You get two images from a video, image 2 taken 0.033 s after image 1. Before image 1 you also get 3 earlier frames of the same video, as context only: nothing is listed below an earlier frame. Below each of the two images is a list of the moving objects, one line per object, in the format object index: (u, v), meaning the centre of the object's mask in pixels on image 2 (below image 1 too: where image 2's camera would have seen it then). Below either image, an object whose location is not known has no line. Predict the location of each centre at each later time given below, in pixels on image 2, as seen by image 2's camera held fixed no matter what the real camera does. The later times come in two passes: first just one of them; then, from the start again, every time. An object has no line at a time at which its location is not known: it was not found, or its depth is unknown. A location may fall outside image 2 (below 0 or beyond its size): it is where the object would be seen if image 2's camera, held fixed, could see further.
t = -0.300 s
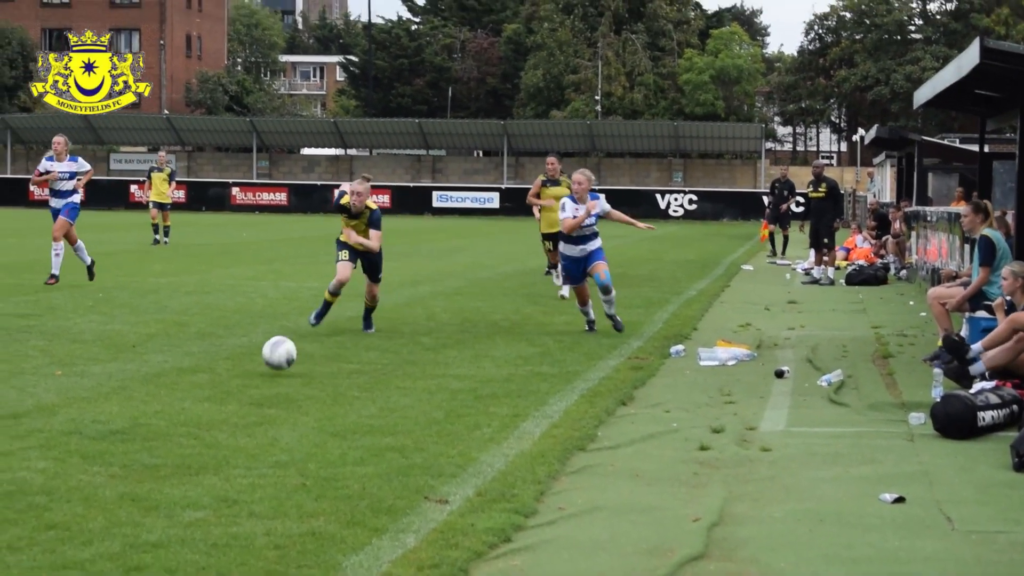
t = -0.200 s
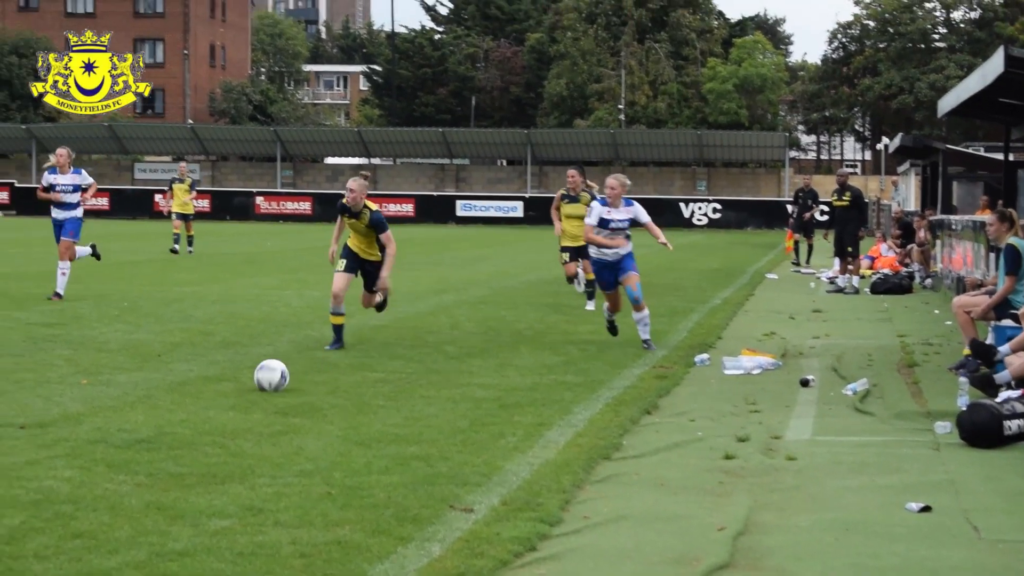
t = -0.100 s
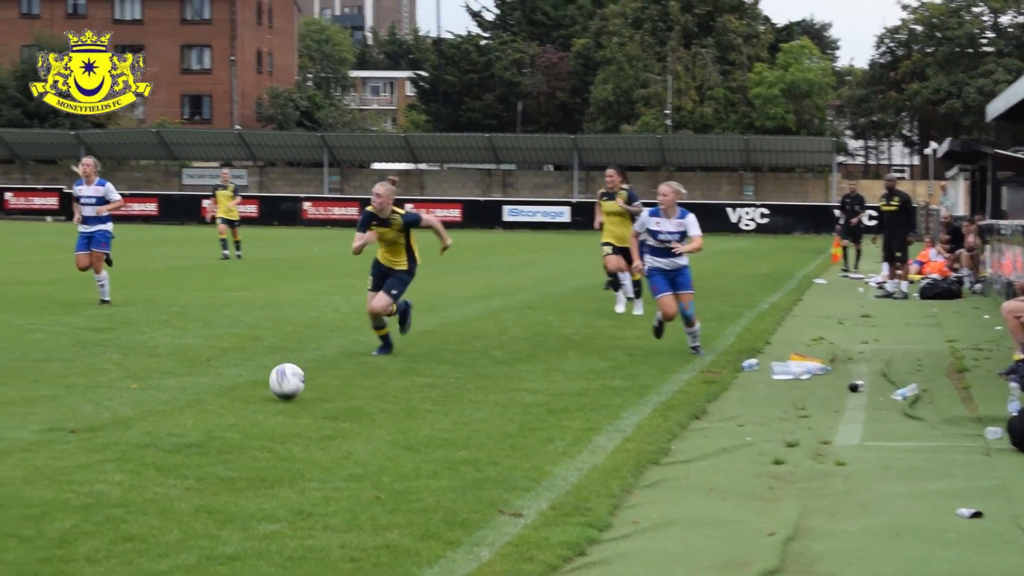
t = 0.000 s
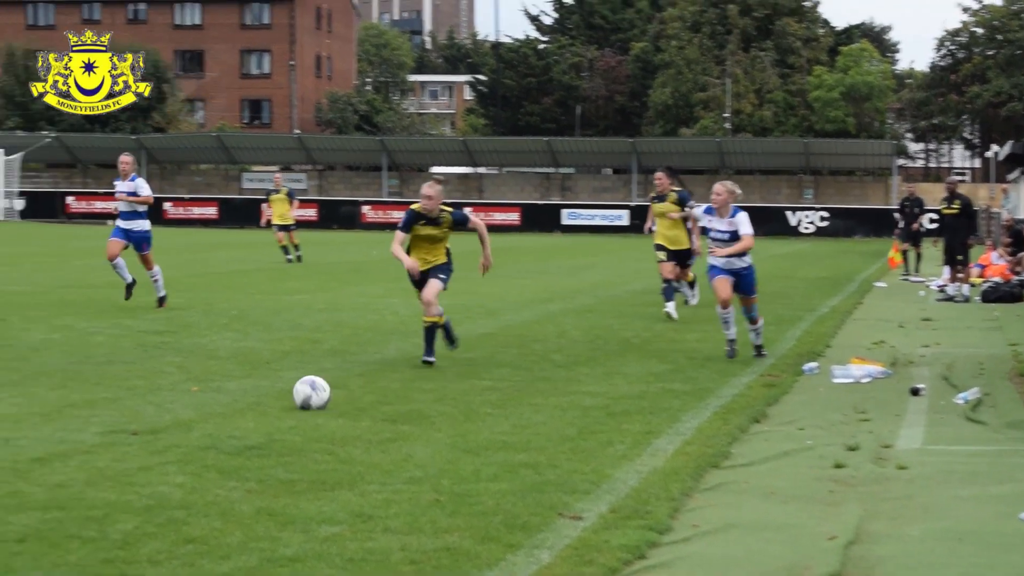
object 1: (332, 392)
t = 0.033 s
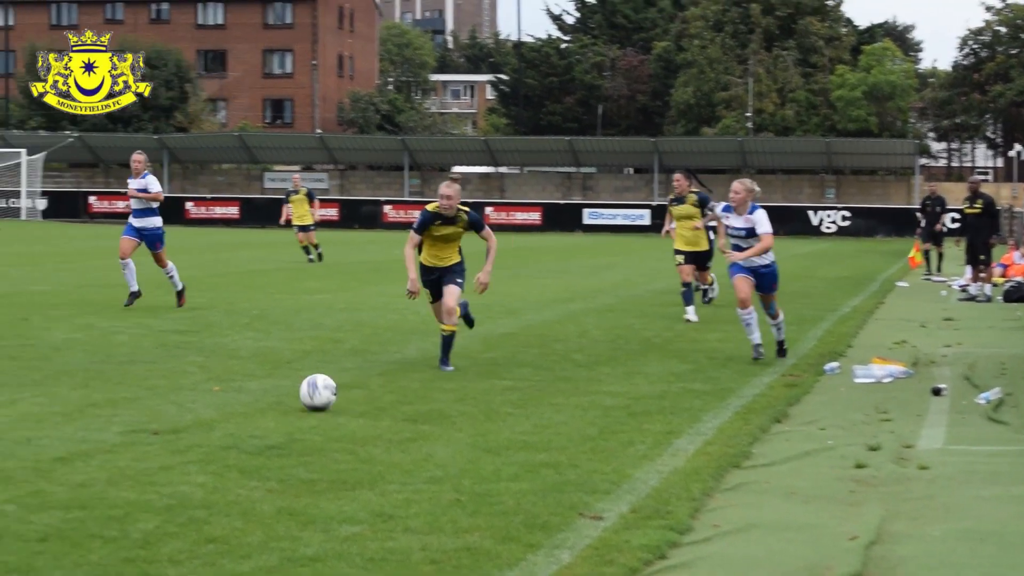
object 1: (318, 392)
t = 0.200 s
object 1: (257, 406)
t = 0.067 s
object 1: (303, 395)
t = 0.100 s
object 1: (295, 397)
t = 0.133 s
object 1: (279, 402)
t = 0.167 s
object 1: (264, 405)
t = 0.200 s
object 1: (257, 406)
